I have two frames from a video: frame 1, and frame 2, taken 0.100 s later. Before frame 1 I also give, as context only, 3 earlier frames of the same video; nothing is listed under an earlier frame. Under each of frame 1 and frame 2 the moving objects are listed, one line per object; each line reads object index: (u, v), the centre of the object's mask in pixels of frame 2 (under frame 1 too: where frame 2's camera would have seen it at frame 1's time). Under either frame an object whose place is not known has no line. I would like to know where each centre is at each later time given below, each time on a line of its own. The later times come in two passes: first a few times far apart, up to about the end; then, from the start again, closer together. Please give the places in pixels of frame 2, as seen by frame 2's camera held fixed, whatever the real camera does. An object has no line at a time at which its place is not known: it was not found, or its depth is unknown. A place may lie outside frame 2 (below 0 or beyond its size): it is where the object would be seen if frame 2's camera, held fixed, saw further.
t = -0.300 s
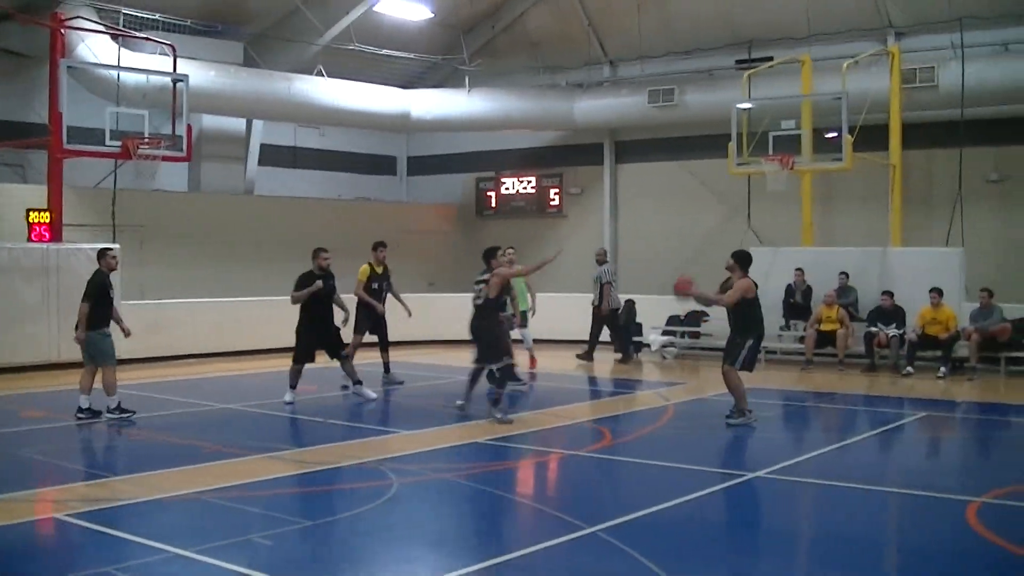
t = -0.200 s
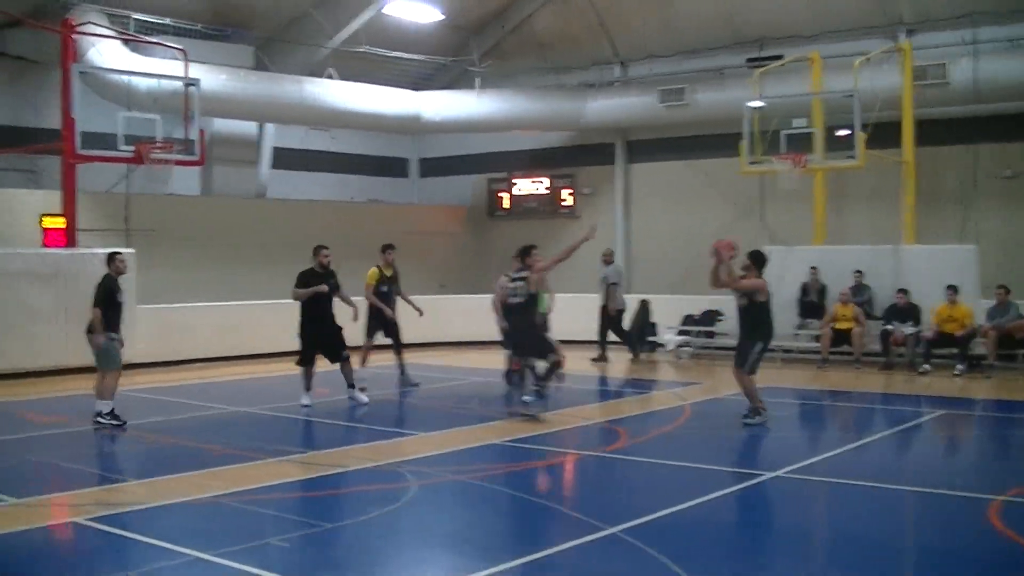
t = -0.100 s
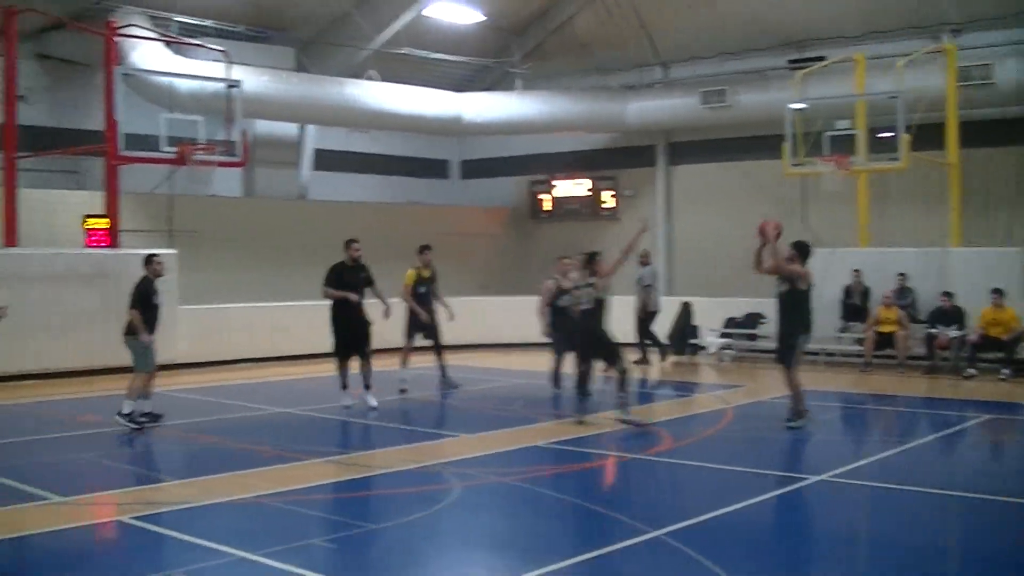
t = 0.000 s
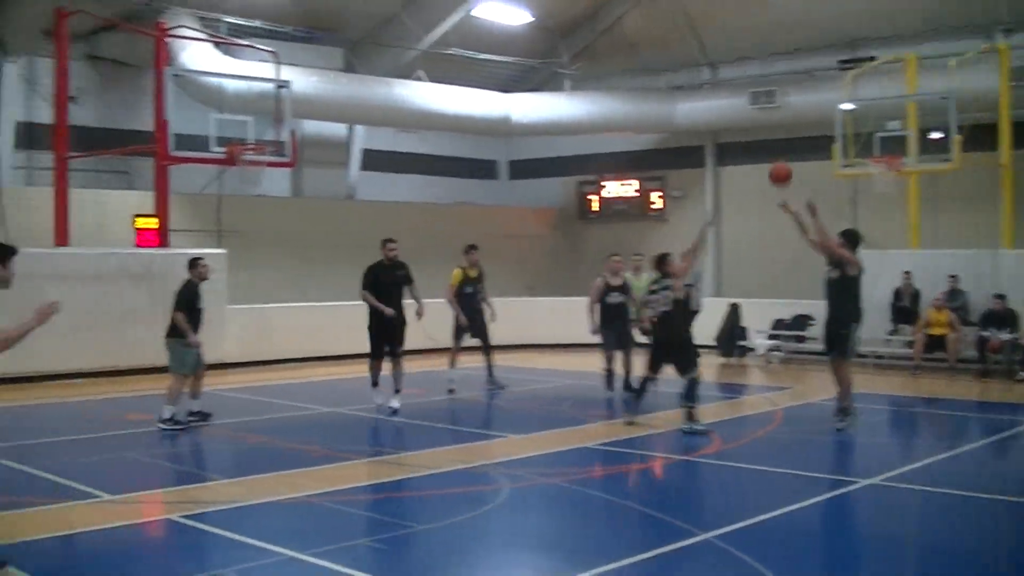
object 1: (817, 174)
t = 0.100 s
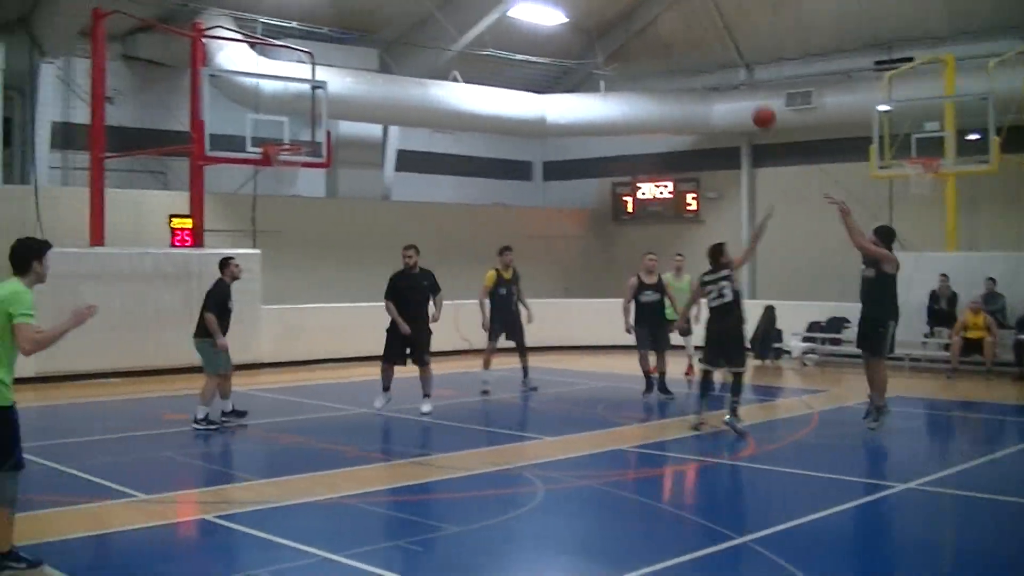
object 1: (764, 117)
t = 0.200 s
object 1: (715, 70)
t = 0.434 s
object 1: (607, 3)
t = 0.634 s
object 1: (521, -12)
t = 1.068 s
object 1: (352, 80)
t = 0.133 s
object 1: (747, 99)
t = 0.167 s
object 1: (731, 84)
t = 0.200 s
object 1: (715, 70)
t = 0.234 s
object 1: (699, 57)
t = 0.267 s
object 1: (683, 46)
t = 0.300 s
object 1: (668, 36)
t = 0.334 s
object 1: (652, 25)
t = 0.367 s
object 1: (636, 17)
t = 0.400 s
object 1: (623, 11)
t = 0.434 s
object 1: (607, 3)
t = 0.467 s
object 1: (592, -1)
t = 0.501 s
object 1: (579, -5)
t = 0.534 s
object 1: (565, -9)
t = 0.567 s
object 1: (550, -11)
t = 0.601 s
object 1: (535, -13)
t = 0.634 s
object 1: (521, -12)
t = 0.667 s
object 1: (507, -10)
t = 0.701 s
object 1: (494, -7)
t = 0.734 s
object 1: (480, -4)
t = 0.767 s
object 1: (467, 0)
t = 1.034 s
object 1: (365, 67)
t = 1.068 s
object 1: (352, 80)
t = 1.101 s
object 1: (339, 94)
